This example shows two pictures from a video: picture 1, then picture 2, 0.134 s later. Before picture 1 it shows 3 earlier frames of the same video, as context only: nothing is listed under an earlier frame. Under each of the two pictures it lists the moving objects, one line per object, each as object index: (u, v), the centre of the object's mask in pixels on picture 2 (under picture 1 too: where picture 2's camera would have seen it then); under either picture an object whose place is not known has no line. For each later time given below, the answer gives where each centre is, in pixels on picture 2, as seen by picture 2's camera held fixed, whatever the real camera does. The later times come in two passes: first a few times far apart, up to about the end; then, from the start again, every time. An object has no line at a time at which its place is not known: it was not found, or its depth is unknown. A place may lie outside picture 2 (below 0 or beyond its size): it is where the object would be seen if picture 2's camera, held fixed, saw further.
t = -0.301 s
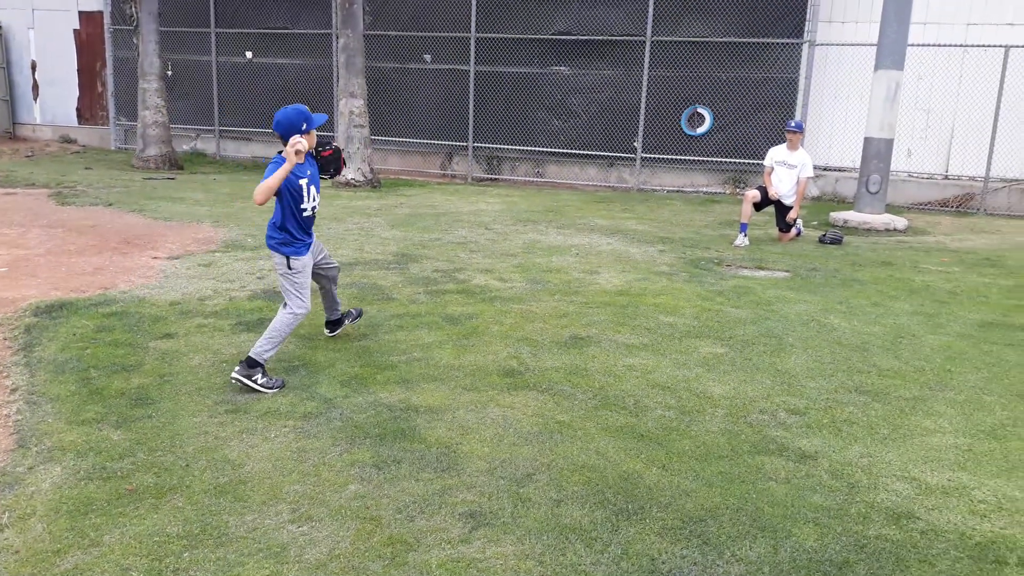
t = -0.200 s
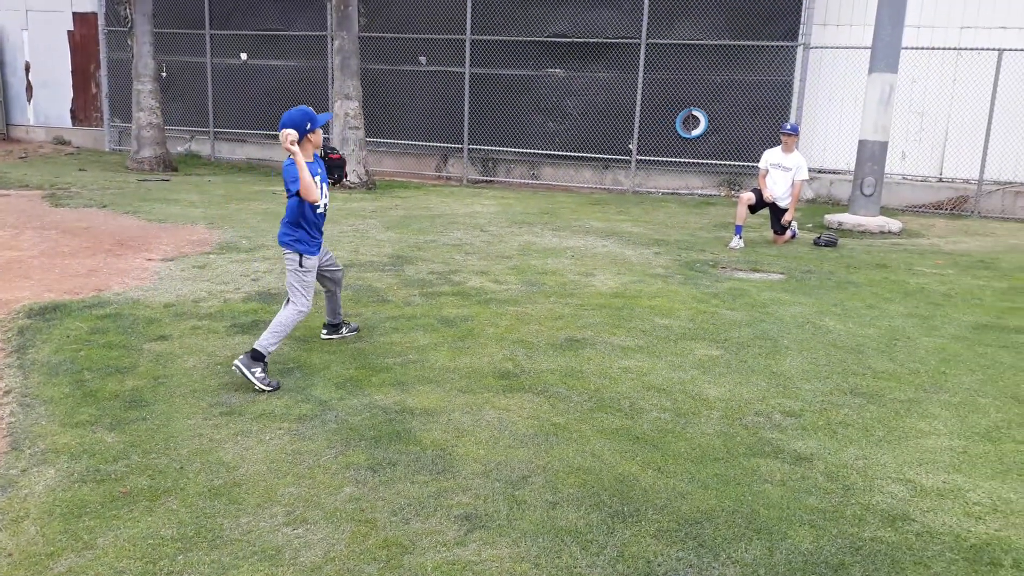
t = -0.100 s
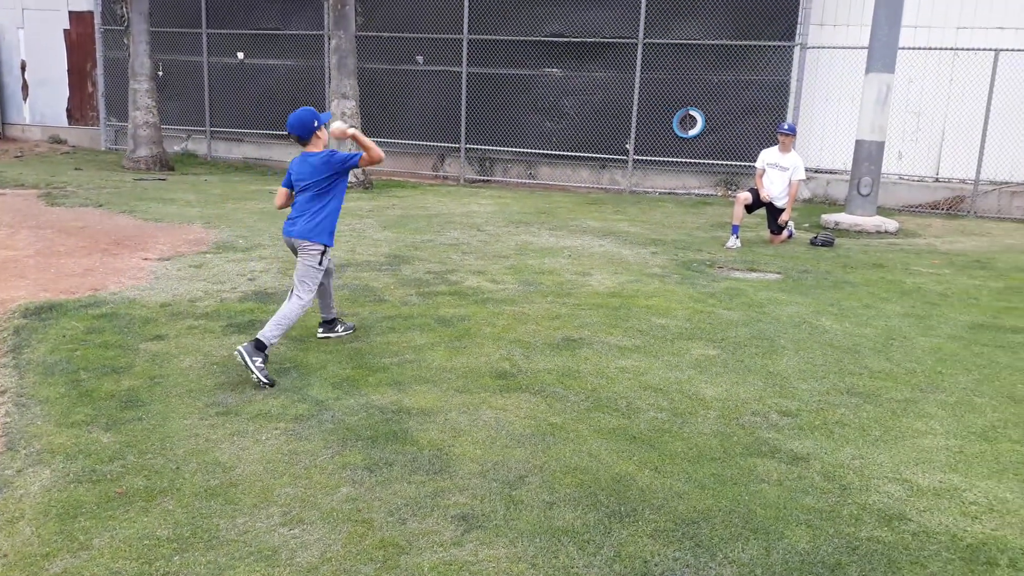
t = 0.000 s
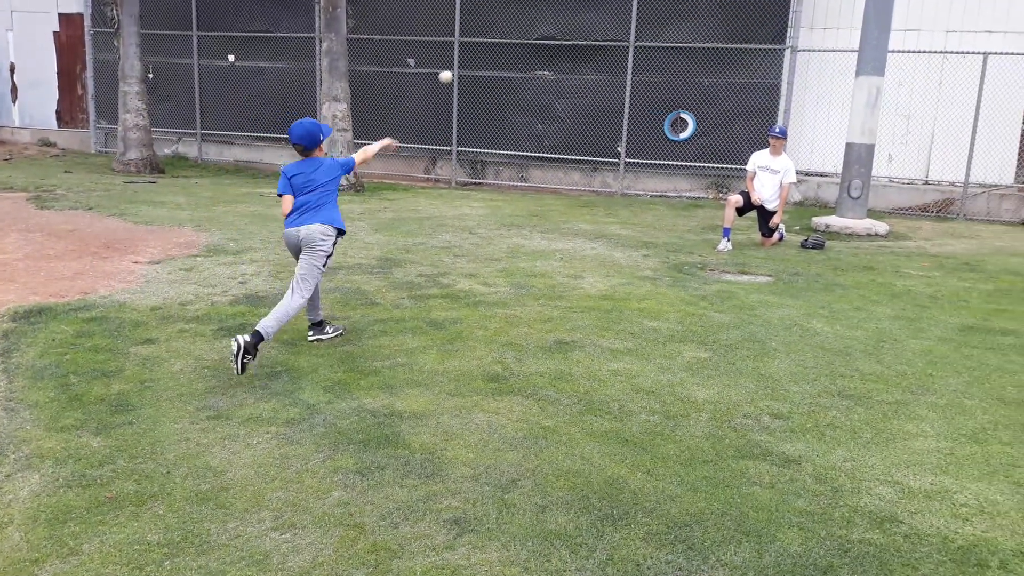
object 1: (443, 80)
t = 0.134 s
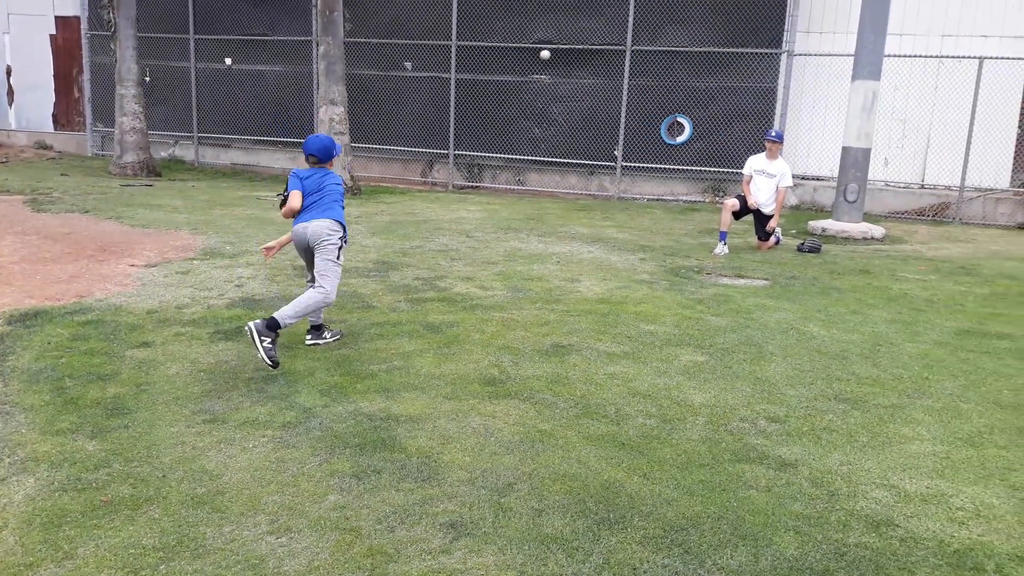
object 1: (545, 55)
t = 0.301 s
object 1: (621, 59)
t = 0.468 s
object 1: (668, 84)
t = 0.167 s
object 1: (563, 53)
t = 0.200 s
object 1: (580, 53)
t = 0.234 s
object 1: (595, 54)
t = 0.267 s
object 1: (609, 56)
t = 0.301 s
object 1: (621, 59)
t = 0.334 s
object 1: (632, 63)
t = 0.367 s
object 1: (642, 68)
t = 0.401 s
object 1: (652, 72)
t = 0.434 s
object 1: (660, 78)
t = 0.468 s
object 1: (668, 84)
